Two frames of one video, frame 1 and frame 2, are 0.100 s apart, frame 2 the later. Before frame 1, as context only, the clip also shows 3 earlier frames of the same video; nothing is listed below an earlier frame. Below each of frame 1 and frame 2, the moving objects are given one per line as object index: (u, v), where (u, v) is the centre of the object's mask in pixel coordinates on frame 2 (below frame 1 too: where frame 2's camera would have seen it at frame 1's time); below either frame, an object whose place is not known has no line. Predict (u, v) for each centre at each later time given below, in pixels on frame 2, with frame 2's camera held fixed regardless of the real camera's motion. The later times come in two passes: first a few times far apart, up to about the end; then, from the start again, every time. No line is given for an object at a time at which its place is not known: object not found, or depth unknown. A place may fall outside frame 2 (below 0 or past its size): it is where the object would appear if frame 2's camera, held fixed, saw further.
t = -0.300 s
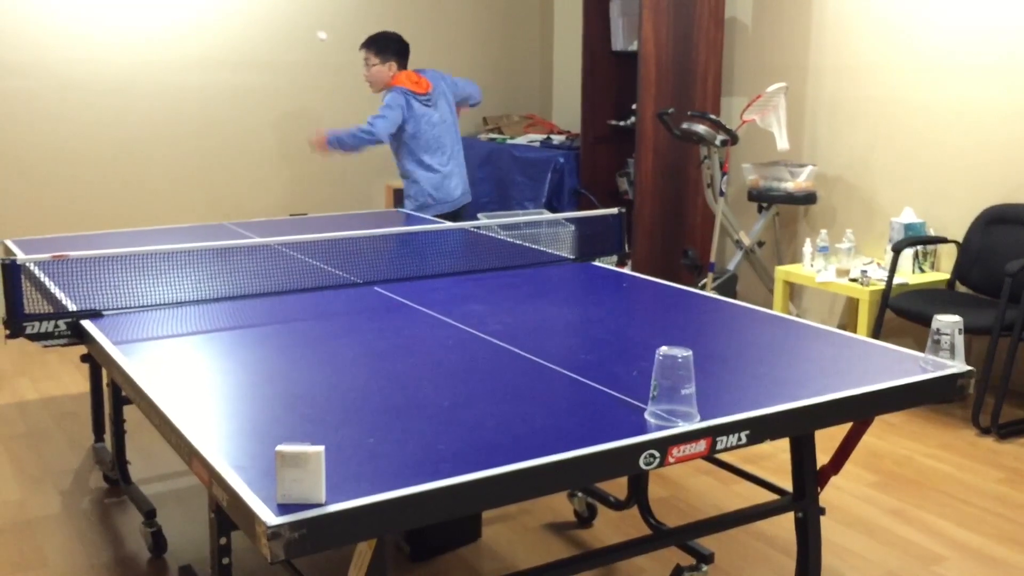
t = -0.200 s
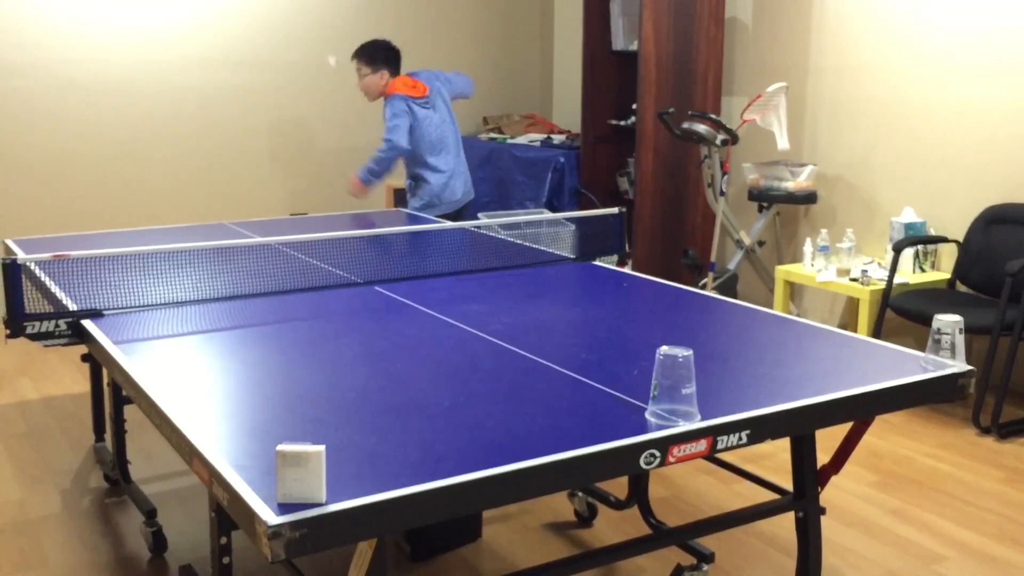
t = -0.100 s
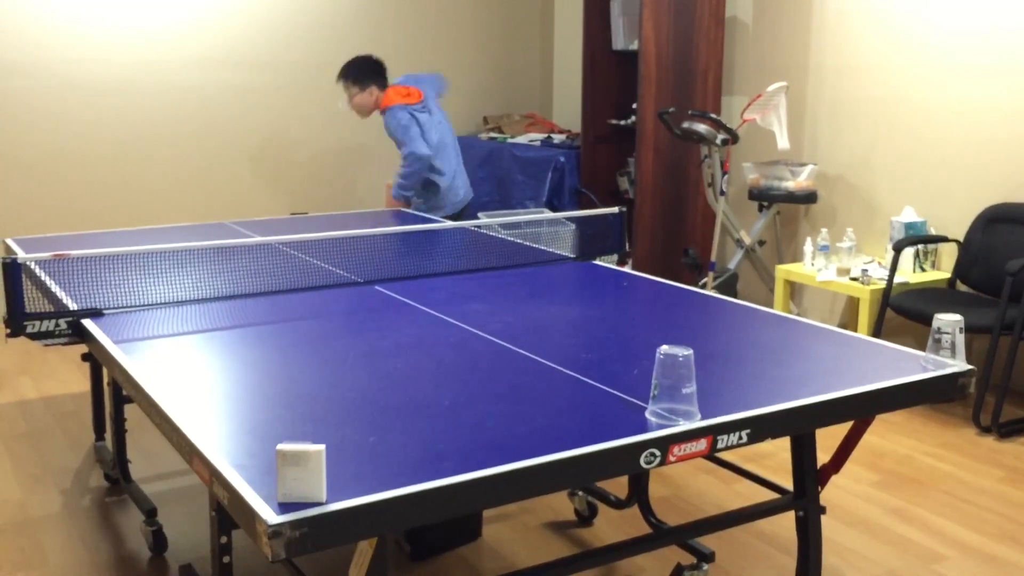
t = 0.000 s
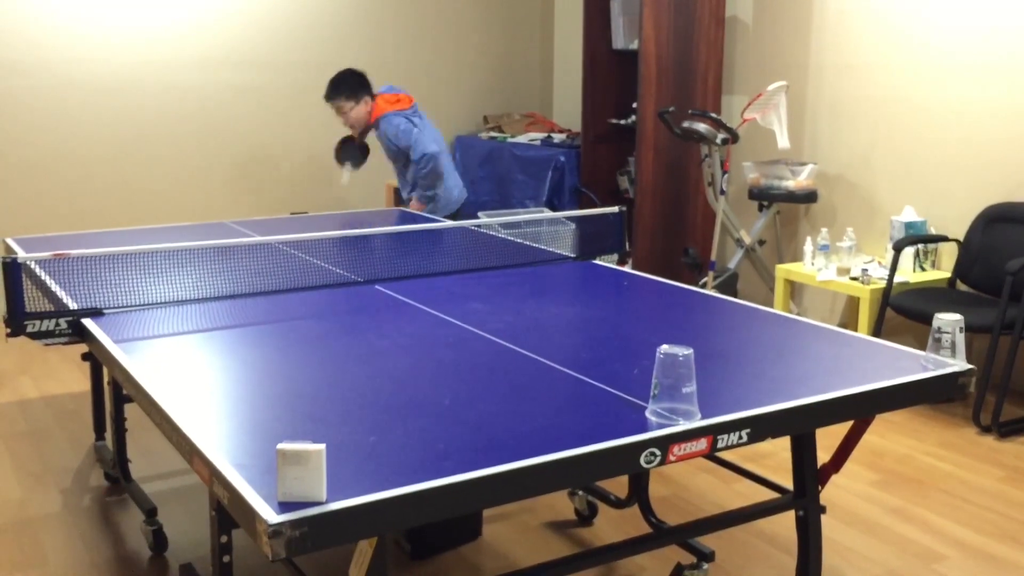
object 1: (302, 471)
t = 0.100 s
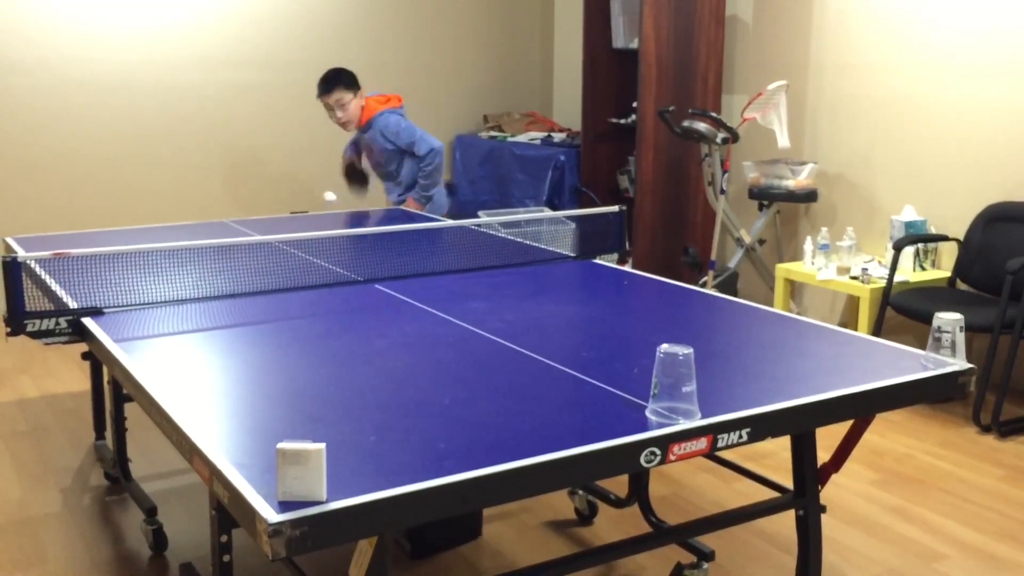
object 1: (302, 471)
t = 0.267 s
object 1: (302, 472)
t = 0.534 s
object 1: (298, 513)
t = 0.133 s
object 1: (302, 471)
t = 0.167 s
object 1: (302, 471)
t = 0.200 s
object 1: (302, 471)
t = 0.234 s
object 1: (302, 471)
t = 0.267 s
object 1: (302, 472)
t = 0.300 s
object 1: (302, 472)
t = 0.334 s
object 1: (302, 472)
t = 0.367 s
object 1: (302, 472)
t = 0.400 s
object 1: (302, 472)
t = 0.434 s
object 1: (302, 474)
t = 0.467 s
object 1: (303, 477)
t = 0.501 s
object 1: (297, 483)
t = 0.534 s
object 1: (298, 513)
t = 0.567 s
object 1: (297, 535)
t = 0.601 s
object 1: (292, 557)
